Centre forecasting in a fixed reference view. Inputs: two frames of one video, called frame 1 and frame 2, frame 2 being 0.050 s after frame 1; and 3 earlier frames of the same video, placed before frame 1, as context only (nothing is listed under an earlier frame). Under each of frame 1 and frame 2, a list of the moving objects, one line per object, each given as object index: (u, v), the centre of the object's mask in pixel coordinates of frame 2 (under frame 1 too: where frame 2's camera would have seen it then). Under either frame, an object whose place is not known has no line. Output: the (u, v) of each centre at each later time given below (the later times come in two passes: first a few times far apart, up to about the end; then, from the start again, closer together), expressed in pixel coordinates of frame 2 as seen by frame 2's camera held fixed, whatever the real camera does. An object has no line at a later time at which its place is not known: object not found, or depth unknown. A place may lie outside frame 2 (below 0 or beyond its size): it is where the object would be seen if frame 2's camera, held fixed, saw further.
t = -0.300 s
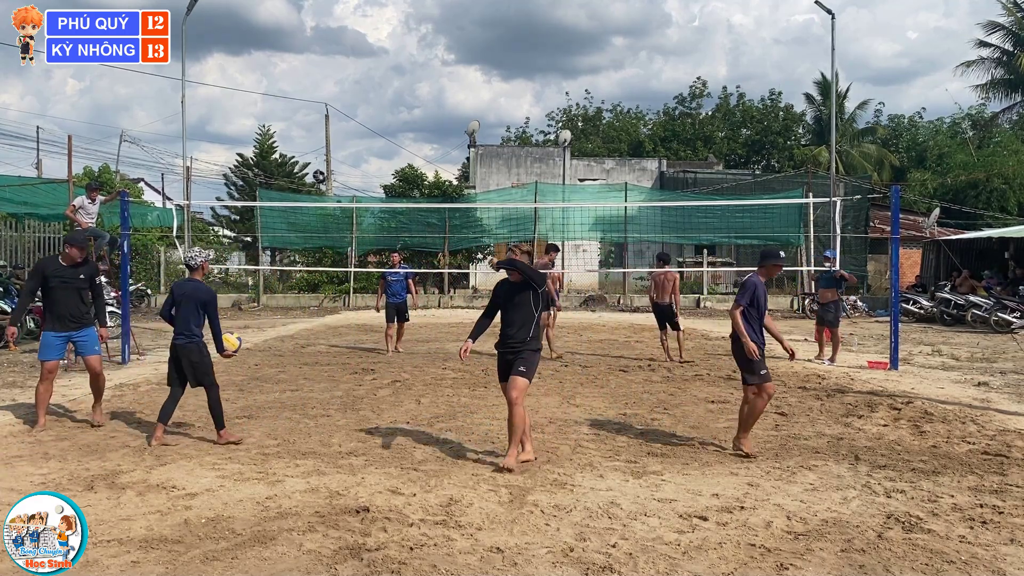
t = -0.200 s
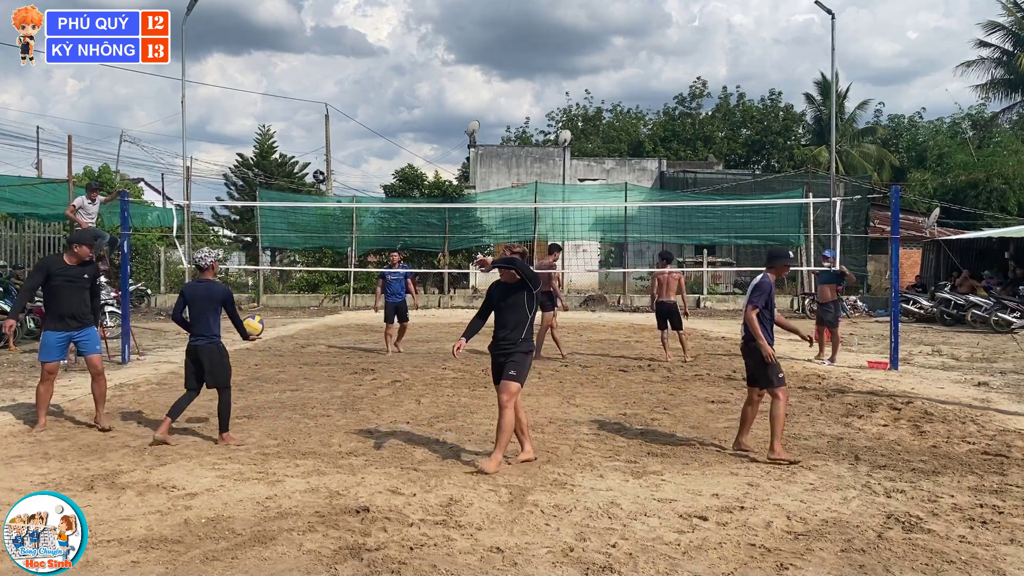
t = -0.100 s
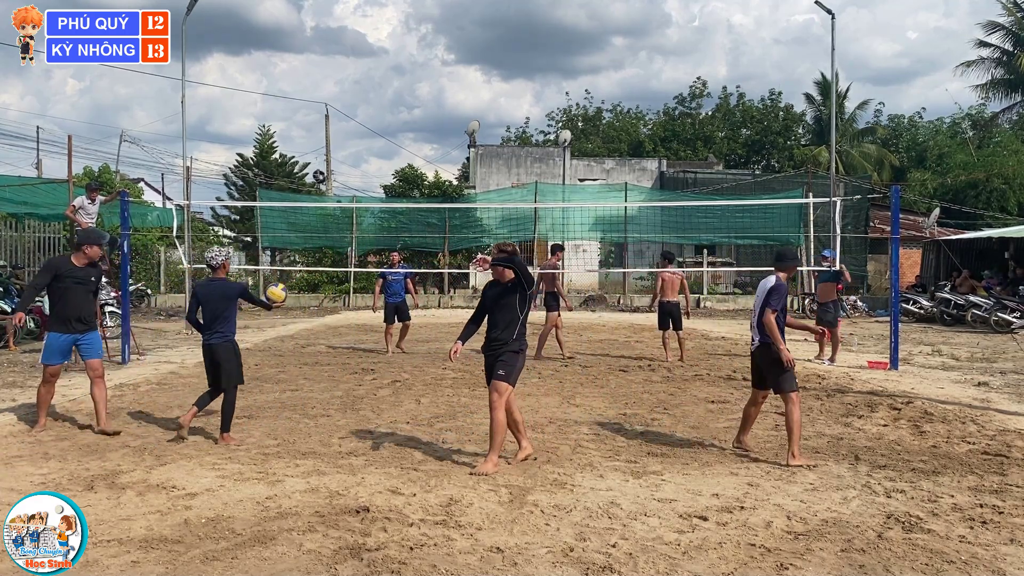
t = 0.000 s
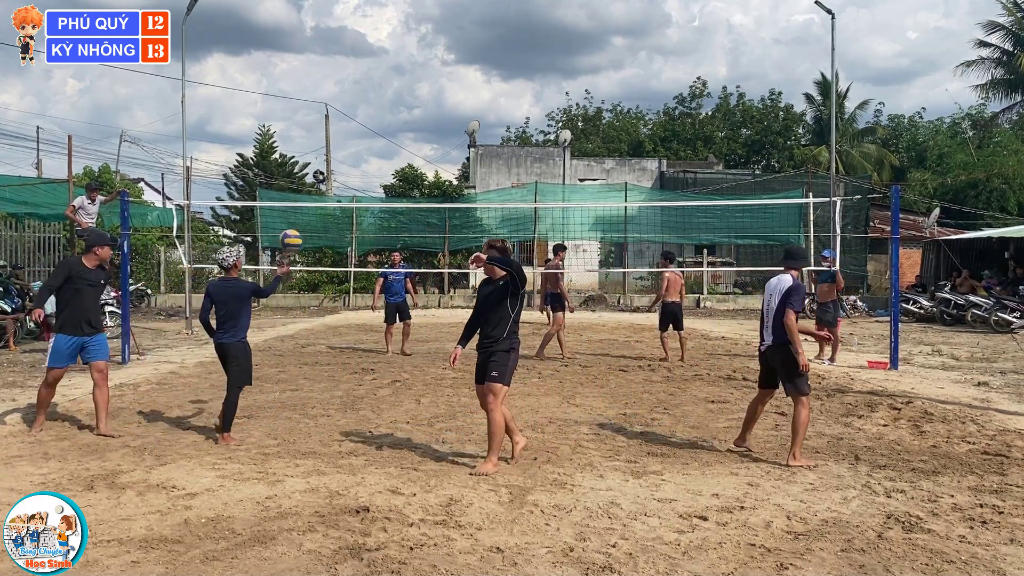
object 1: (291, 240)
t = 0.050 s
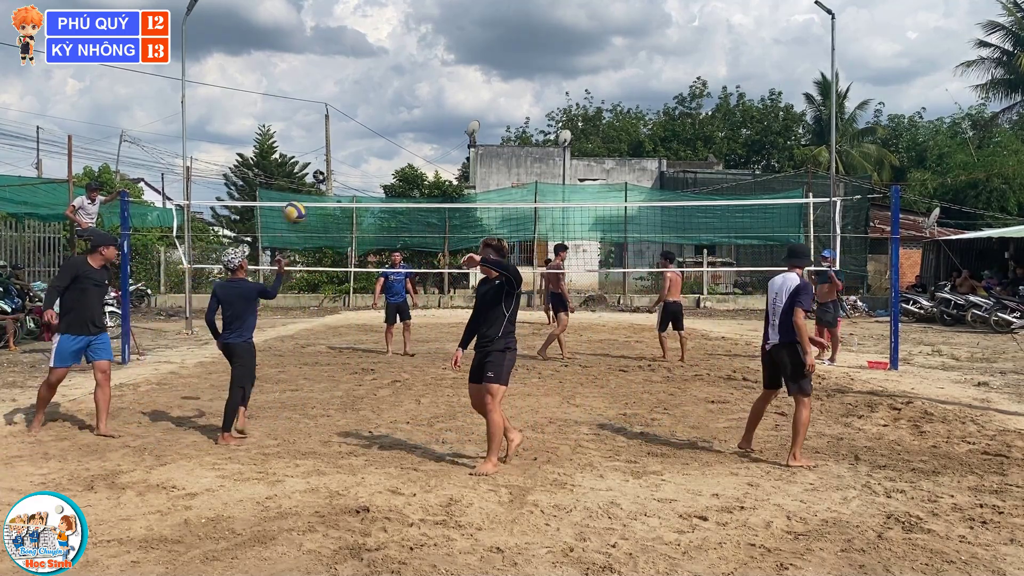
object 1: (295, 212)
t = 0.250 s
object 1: (310, 128)
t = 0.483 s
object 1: (328, 84)
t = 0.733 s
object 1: (348, 100)
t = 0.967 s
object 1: (365, 170)
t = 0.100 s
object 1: (298, 187)
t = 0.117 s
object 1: (300, 181)
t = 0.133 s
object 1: (301, 173)
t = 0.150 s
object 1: (303, 166)
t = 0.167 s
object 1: (304, 158)
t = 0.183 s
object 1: (305, 151)
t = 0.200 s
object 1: (306, 145)
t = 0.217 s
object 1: (307, 139)
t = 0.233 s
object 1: (309, 133)
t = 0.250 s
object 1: (310, 128)
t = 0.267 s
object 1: (311, 123)
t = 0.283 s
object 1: (313, 118)
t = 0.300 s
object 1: (314, 113)
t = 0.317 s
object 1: (315, 110)
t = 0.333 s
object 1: (317, 105)
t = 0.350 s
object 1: (318, 102)
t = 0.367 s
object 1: (319, 99)
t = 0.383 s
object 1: (321, 96)
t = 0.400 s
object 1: (322, 93)
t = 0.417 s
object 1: (323, 91)
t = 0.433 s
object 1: (324, 89)
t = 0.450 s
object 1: (326, 87)
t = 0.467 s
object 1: (327, 85)
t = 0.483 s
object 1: (328, 84)
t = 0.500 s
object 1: (330, 83)
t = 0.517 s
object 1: (331, 82)
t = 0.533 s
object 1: (332, 82)
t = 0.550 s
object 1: (334, 82)
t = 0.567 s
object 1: (335, 82)
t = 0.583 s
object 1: (336, 83)
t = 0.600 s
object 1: (338, 84)
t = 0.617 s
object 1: (339, 85)
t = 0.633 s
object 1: (340, 86)
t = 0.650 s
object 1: (341, 88)
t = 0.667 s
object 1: (343, 90)
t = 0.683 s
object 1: (344, 92)
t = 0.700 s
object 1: (345, 94)
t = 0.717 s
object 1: (346, 97)
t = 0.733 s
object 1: (348, 100)
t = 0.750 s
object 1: (349, 104)
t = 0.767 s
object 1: (350, 107)
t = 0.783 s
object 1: (351, 110)
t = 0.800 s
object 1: (353, 115)
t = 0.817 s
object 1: (354, 119)
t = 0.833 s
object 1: (355, 124)
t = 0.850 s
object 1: (356, 129)
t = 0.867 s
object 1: (358, 134)
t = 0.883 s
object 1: (359, 140)
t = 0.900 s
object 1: (360, 145)
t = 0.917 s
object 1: (361, 151)
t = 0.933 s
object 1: (362, 157)
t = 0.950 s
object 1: (364, 163)
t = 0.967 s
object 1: (365, 170)
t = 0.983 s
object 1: (366, 177)
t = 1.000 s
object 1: (368, 185)
